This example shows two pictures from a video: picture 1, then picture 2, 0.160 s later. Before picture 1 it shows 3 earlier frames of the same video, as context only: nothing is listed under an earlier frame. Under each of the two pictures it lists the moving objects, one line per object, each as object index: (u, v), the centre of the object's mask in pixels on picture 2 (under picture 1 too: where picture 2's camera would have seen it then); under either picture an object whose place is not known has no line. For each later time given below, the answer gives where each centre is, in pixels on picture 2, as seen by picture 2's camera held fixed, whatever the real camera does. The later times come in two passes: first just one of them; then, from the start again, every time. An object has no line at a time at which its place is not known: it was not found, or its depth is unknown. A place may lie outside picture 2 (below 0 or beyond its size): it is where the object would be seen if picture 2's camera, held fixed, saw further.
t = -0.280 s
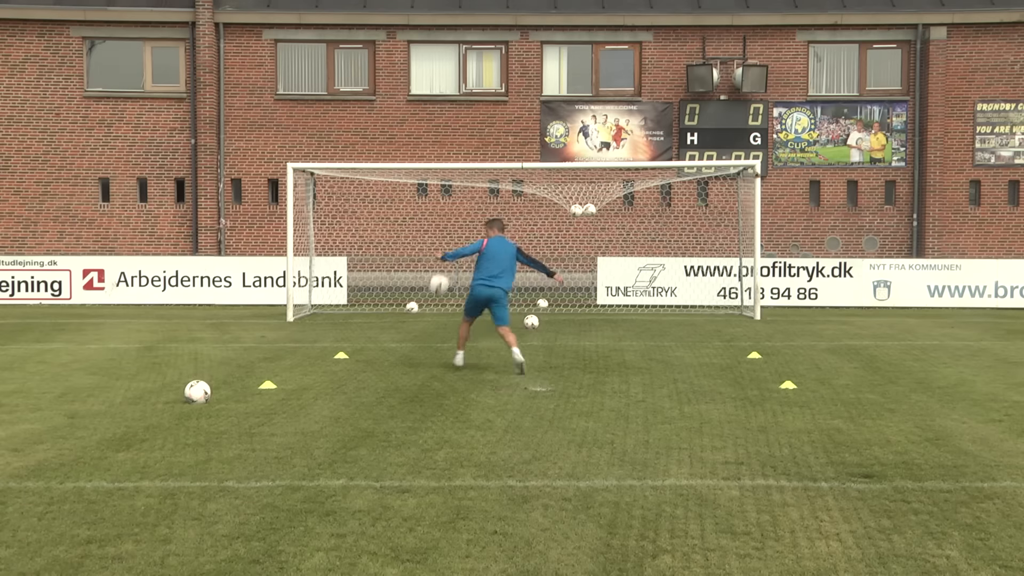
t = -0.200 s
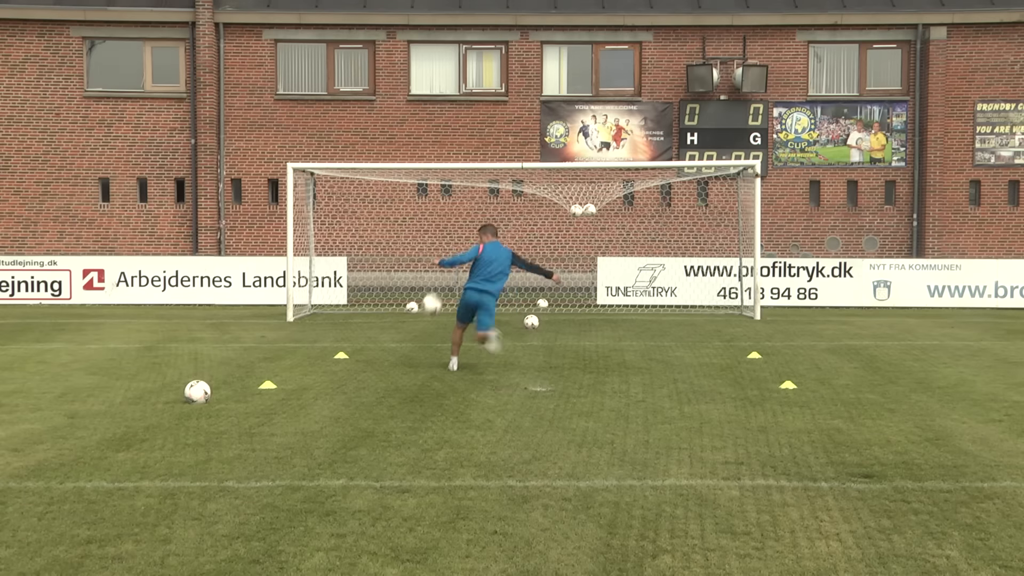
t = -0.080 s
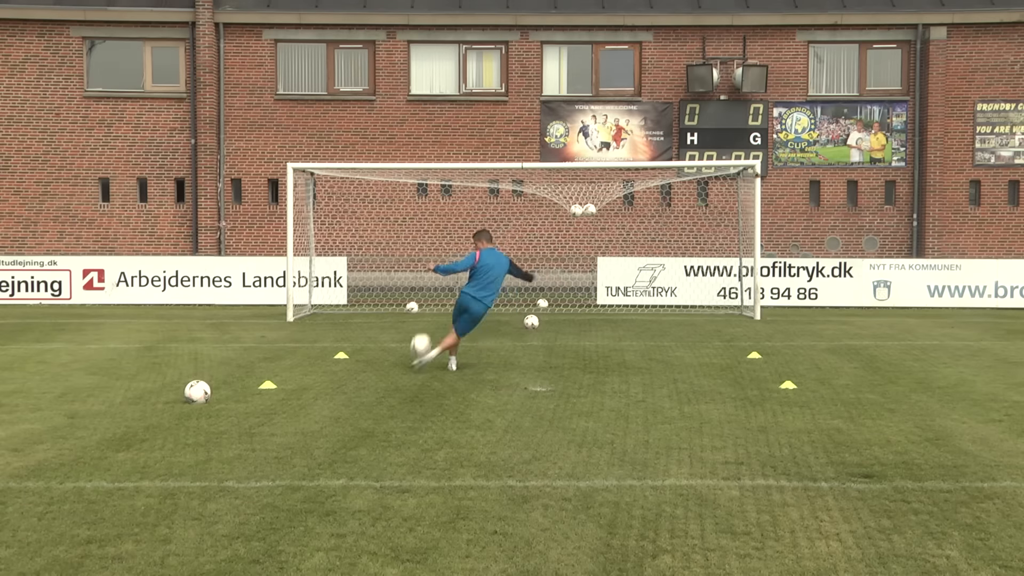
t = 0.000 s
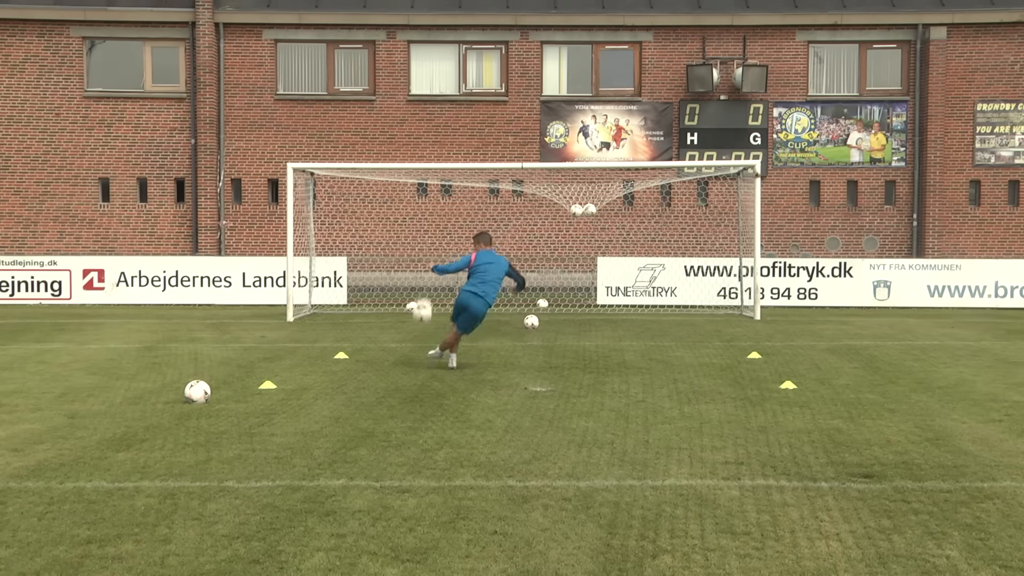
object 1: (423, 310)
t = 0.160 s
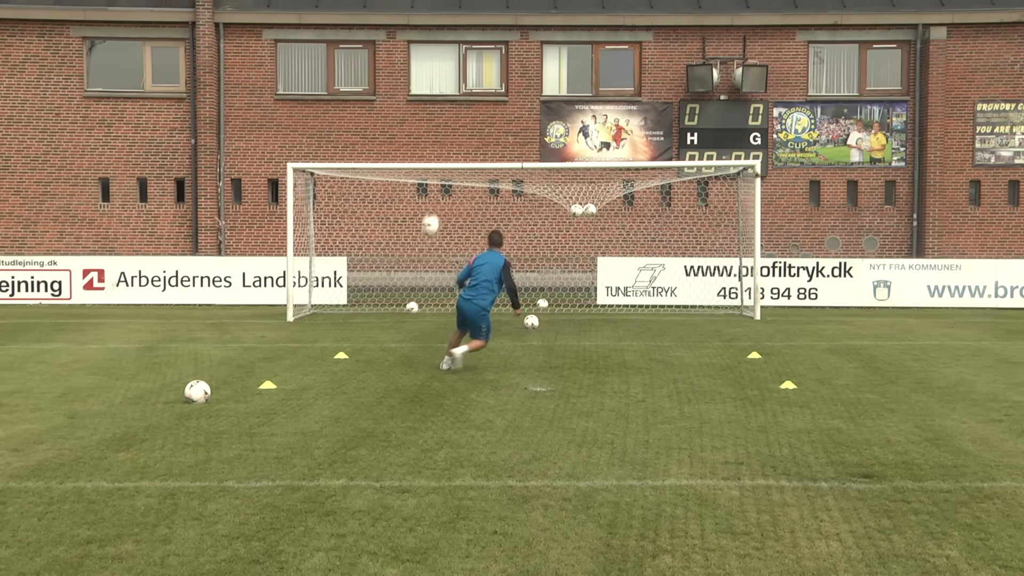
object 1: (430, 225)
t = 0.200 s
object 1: (432, 209)
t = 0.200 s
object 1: (432, 209)
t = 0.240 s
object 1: (434, 195)
